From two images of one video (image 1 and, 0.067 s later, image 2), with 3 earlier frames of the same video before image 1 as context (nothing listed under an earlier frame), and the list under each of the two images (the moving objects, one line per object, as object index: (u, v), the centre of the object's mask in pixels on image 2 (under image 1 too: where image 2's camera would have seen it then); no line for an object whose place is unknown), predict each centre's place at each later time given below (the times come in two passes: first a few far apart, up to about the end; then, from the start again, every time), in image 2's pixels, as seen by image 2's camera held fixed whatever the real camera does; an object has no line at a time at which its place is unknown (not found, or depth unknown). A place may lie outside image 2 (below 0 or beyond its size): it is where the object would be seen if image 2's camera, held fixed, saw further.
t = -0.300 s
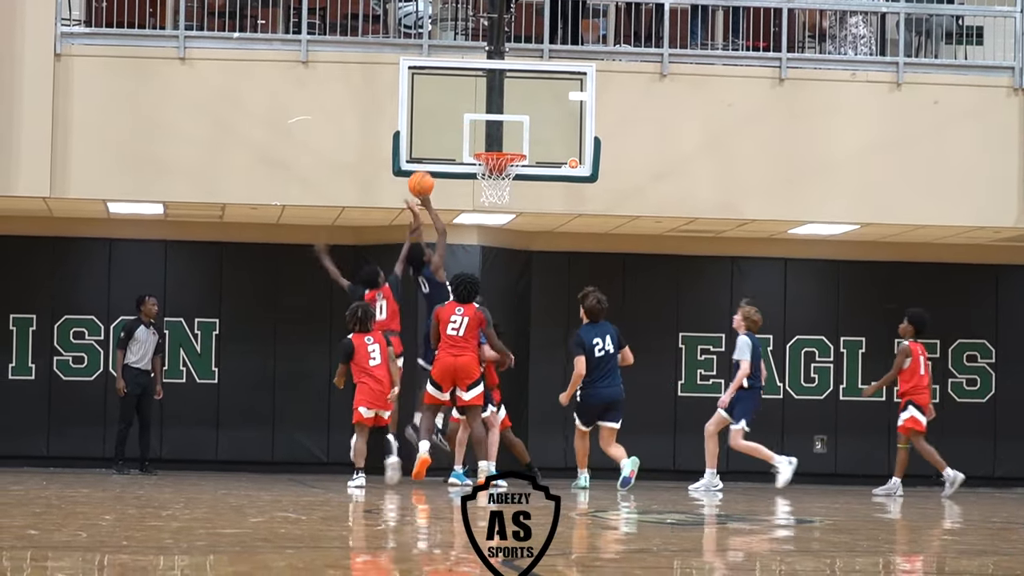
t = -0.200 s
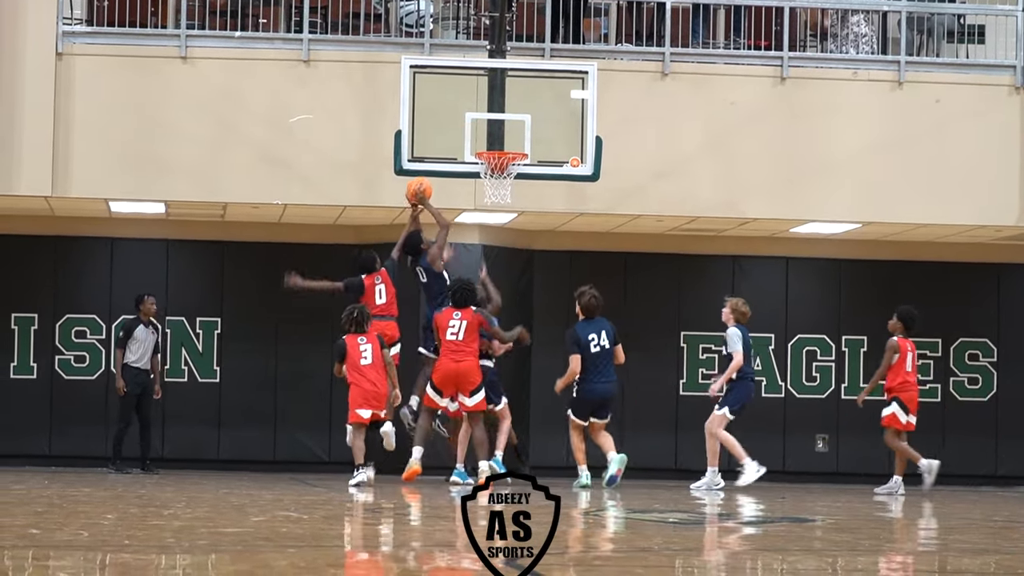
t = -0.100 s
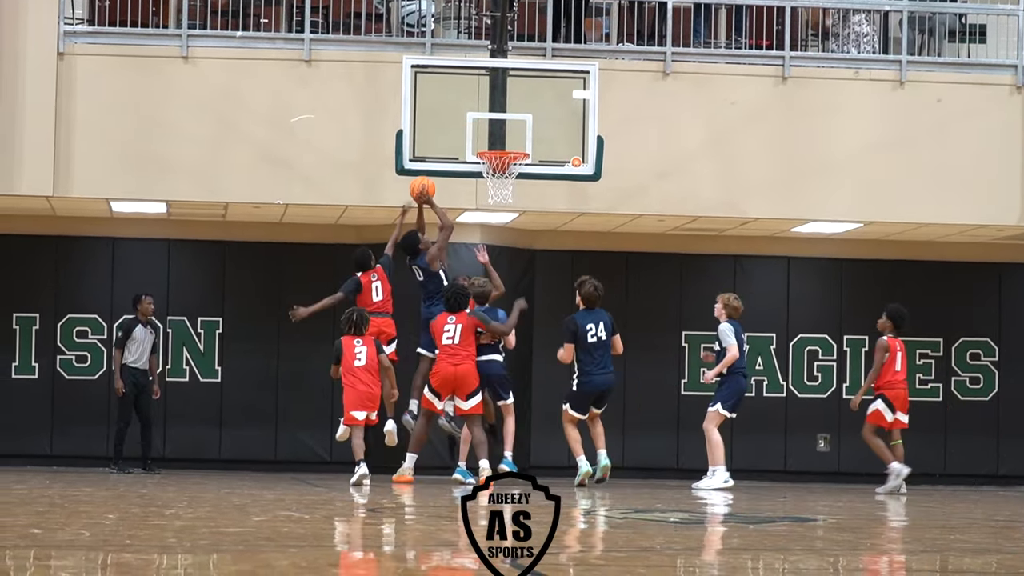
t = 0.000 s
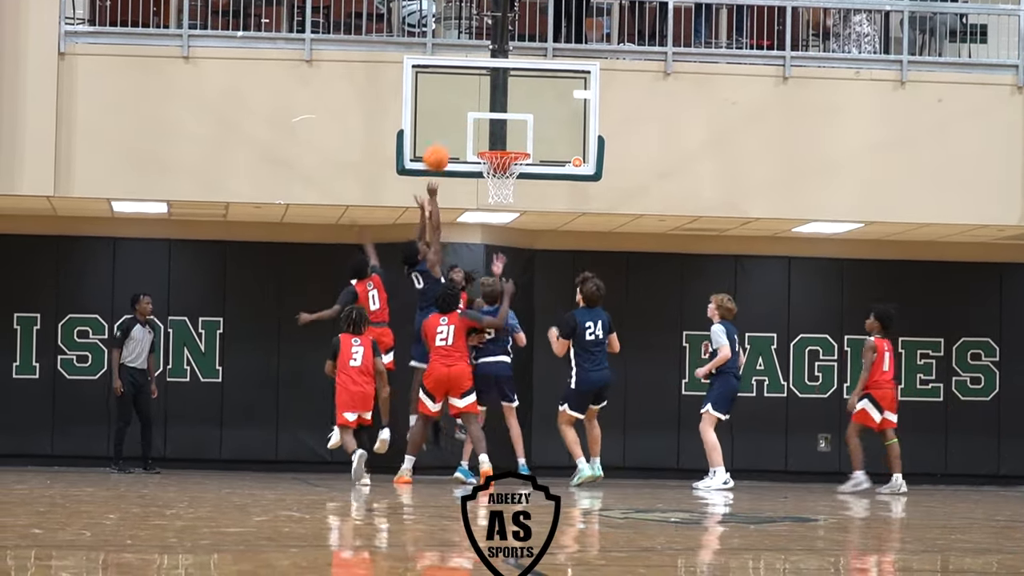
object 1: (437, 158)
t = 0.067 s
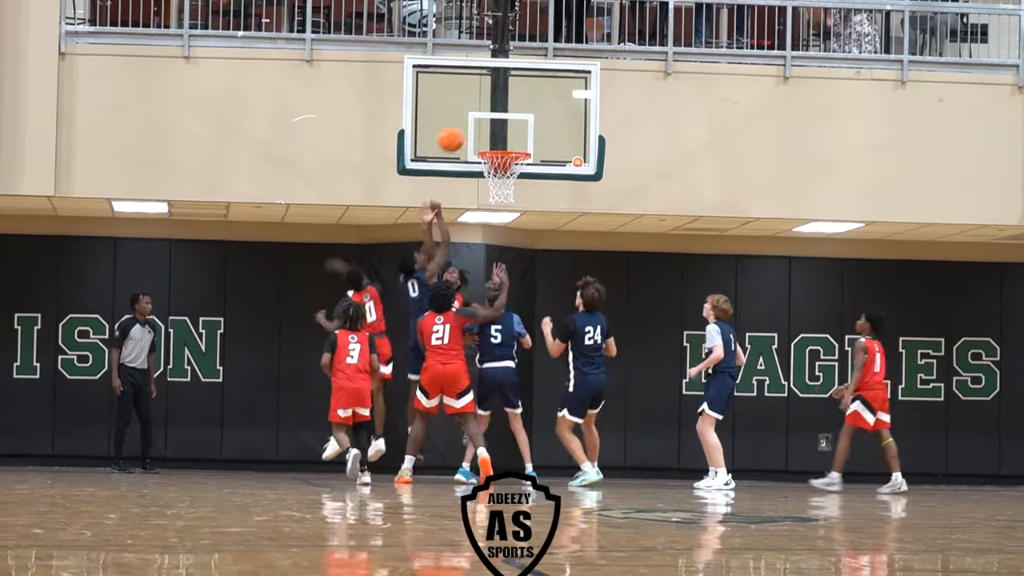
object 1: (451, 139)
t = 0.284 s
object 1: (494, 110)
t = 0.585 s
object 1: (541, 144)
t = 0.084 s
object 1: (454, 135)
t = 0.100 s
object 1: (457, 131)
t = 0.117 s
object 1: (461, 128)
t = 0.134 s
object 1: (465, 124)
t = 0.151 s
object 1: (468, 122)
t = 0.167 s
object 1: (472, 119)
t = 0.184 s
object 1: (475, 117)
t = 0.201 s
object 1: (478, 115)
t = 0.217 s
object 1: (482, 113)
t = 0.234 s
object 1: (485, 111)
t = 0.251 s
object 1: (489, 110)
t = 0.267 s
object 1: (491, 110)
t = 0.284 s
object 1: (494, 110)
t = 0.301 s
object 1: (497, 110)
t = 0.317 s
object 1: (499, 111)
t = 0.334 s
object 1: (502, 112)
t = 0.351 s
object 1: (504, 113)
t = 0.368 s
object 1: (507, 114)
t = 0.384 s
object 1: (509, 116)
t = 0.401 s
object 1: (512, 119)
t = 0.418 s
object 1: (515, 121)
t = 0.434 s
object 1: (517, 124)
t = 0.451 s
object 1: (520, 127)
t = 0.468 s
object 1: (523, 130)
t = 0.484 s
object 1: (525, 134)
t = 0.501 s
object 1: (528, 137)
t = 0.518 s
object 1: (531, 141)
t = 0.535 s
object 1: (532, 144)
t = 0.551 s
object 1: (535, 144)
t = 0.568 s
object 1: (538, 144)
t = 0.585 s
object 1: (541, 144)
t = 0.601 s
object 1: (543, 145)
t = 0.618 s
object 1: (546, 145)
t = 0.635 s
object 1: (548, 146)
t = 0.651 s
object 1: (551, 147)
